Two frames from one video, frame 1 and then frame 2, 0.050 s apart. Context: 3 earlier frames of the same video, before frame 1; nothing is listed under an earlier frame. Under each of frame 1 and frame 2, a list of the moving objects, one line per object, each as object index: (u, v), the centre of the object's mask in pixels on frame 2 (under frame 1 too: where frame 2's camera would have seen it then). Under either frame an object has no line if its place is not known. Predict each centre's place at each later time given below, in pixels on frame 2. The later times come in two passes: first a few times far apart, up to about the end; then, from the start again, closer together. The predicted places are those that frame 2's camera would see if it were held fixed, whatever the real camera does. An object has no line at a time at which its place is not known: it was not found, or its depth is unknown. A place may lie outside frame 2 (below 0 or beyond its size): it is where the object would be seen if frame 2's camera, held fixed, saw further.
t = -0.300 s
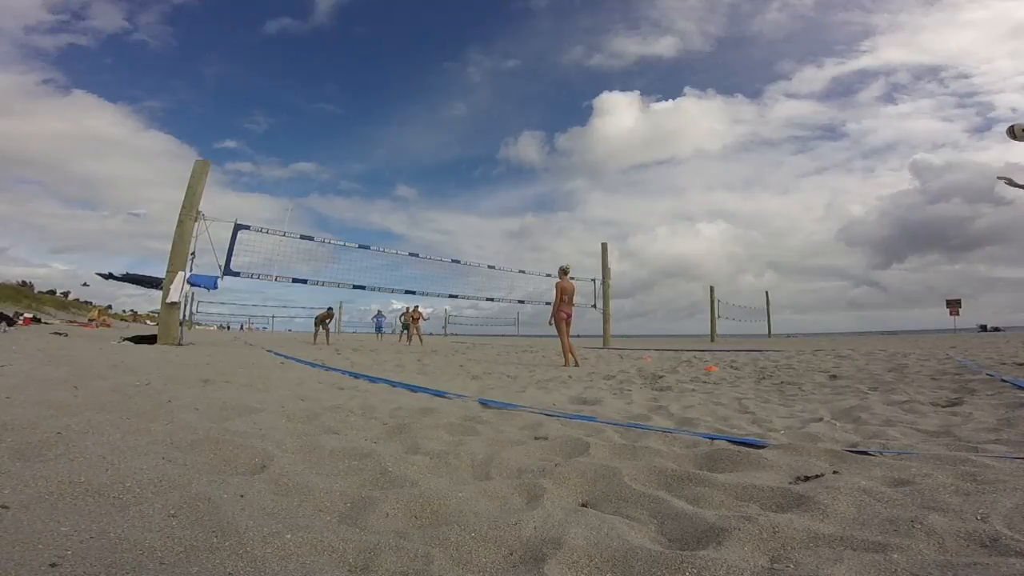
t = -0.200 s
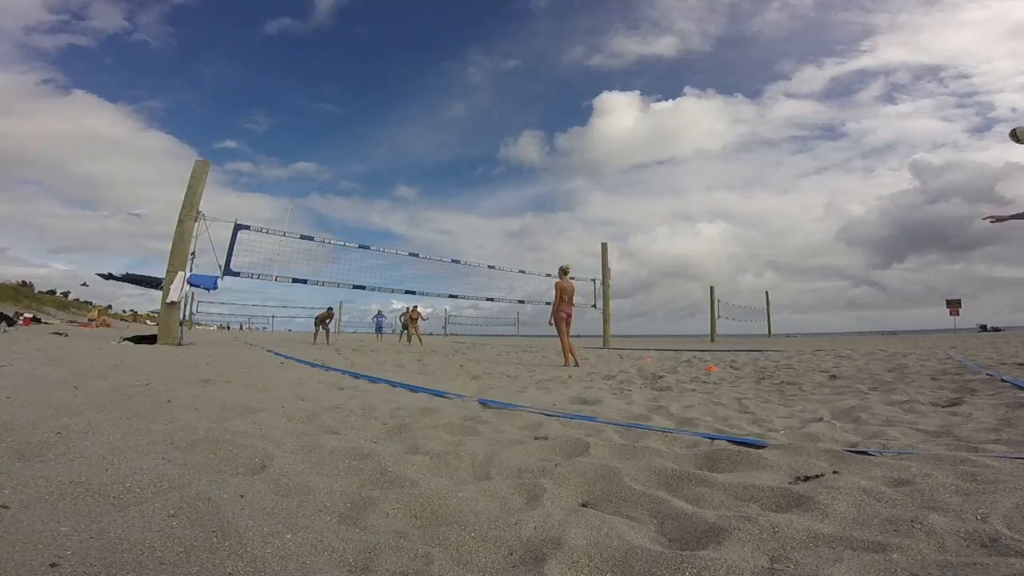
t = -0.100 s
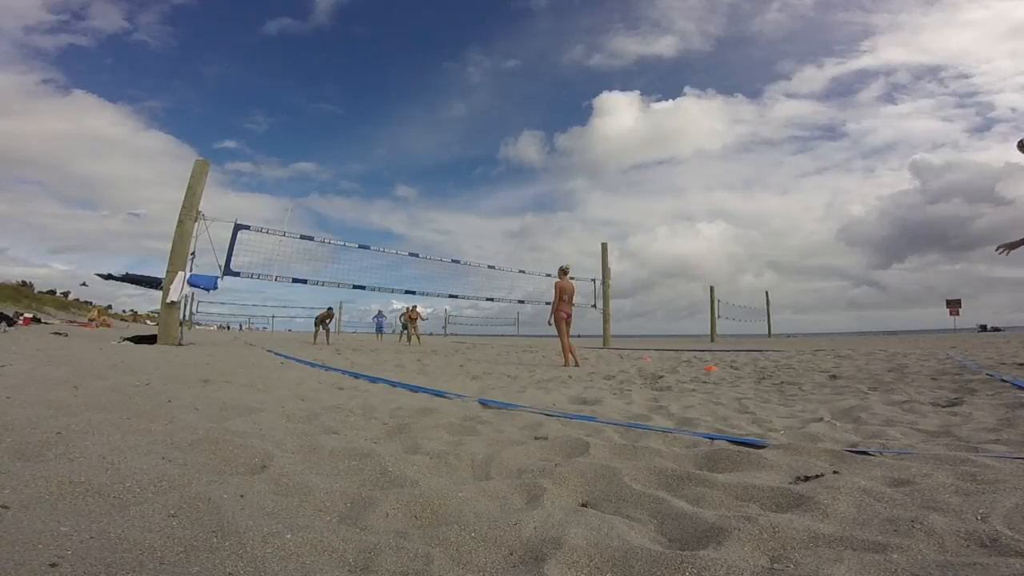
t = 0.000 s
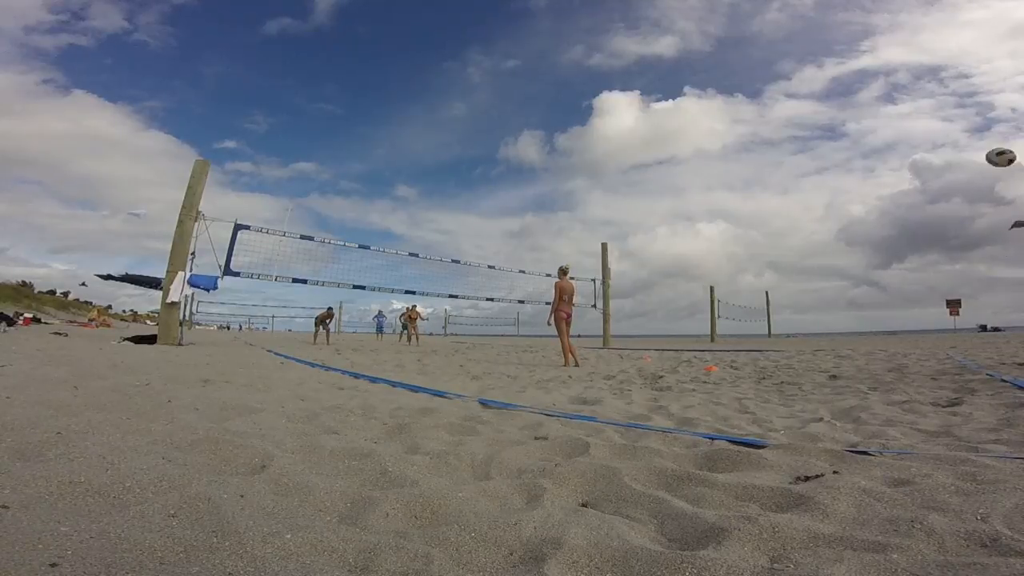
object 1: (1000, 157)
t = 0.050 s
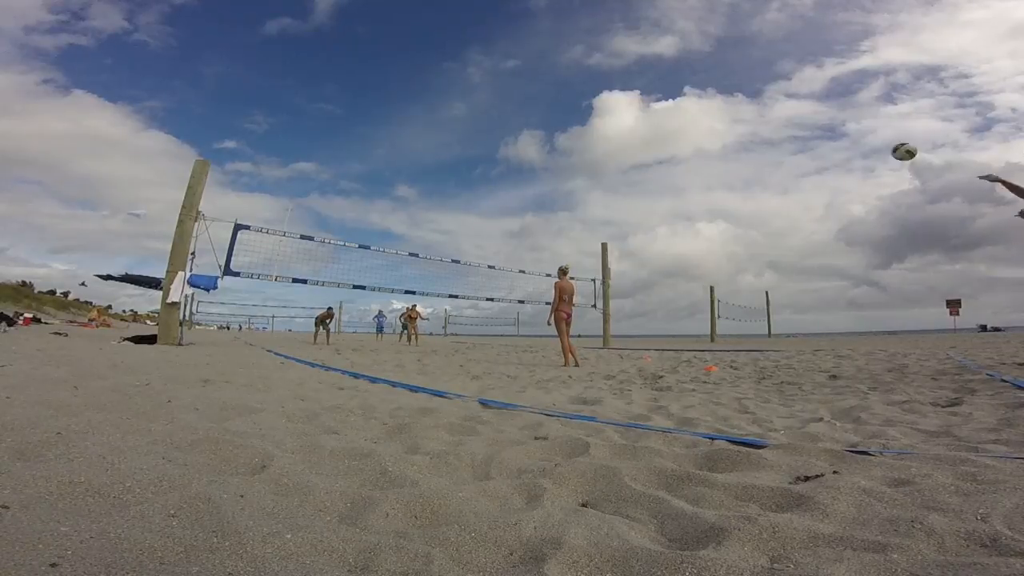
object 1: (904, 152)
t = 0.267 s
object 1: (644, 166)
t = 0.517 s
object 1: (516, 209)
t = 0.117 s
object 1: (799, 150)
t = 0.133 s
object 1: (777, 151)
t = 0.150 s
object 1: (757, 152)
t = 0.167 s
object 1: (737, 154)
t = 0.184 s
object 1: (719, 155)
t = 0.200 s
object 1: (702, 157)
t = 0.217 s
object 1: (686, 159)
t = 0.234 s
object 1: (671, 161)
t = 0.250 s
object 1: (657, 164)
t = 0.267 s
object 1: (644, 166)
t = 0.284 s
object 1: (632, 169)
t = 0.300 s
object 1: (620, 171)
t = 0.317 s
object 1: (609, 174)
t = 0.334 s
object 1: (599, 177)
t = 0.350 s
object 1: (590, 179)
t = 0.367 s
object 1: (581, 182)
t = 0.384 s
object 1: (572, 185)
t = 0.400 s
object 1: (563, 188)
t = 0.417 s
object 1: (556, 191)
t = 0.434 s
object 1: (548, 194)
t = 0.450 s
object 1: (542, 197)
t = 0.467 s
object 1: (535, 200)
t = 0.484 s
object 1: (528, 203)
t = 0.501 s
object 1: (522, 206)
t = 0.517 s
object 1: (516, 209)
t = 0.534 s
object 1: (510, 212)
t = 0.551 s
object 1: (505, 215)
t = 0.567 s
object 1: (500, 219)
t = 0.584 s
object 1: (495, 222)
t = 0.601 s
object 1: (490, 225)
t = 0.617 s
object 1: (485, 229)
